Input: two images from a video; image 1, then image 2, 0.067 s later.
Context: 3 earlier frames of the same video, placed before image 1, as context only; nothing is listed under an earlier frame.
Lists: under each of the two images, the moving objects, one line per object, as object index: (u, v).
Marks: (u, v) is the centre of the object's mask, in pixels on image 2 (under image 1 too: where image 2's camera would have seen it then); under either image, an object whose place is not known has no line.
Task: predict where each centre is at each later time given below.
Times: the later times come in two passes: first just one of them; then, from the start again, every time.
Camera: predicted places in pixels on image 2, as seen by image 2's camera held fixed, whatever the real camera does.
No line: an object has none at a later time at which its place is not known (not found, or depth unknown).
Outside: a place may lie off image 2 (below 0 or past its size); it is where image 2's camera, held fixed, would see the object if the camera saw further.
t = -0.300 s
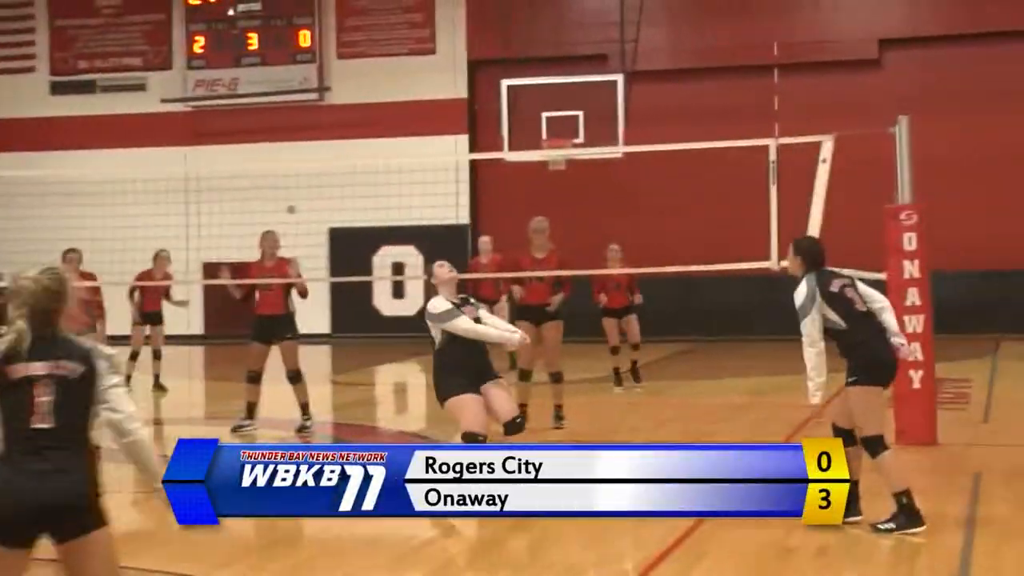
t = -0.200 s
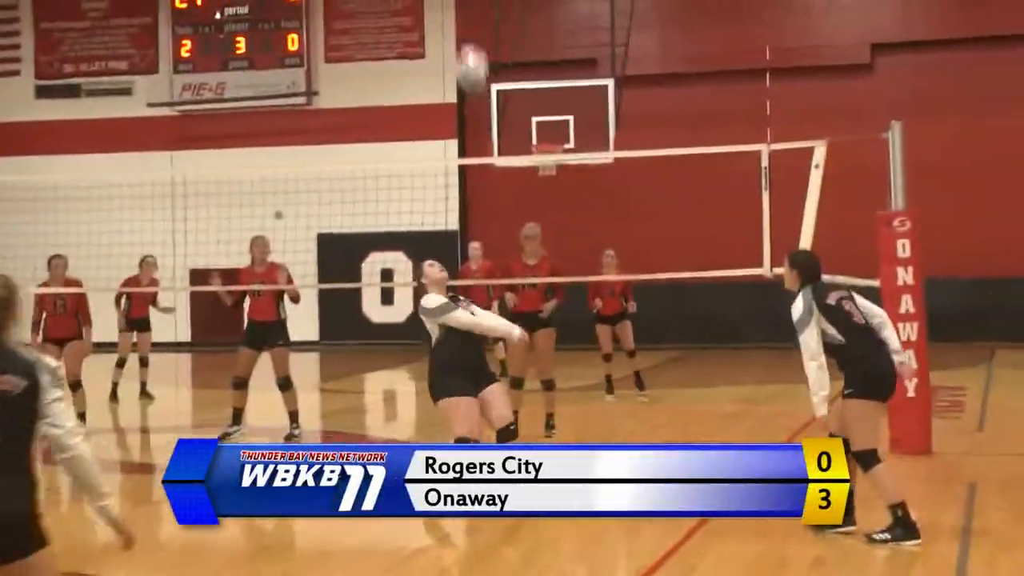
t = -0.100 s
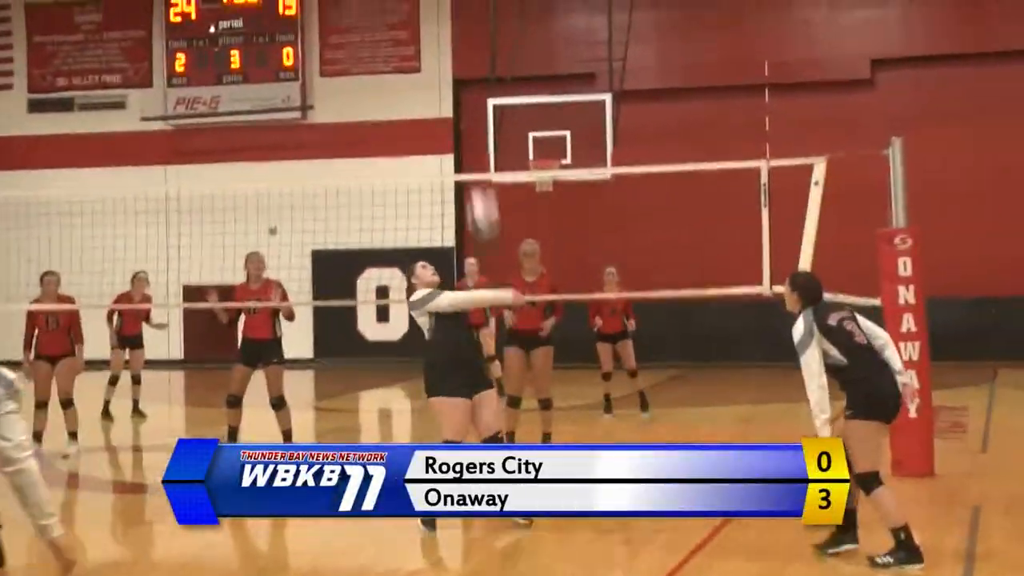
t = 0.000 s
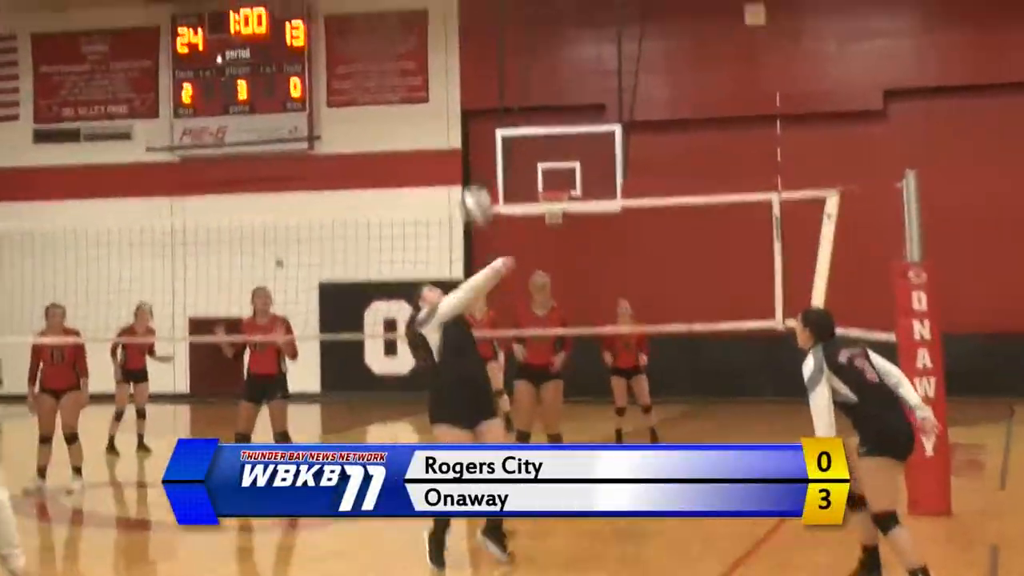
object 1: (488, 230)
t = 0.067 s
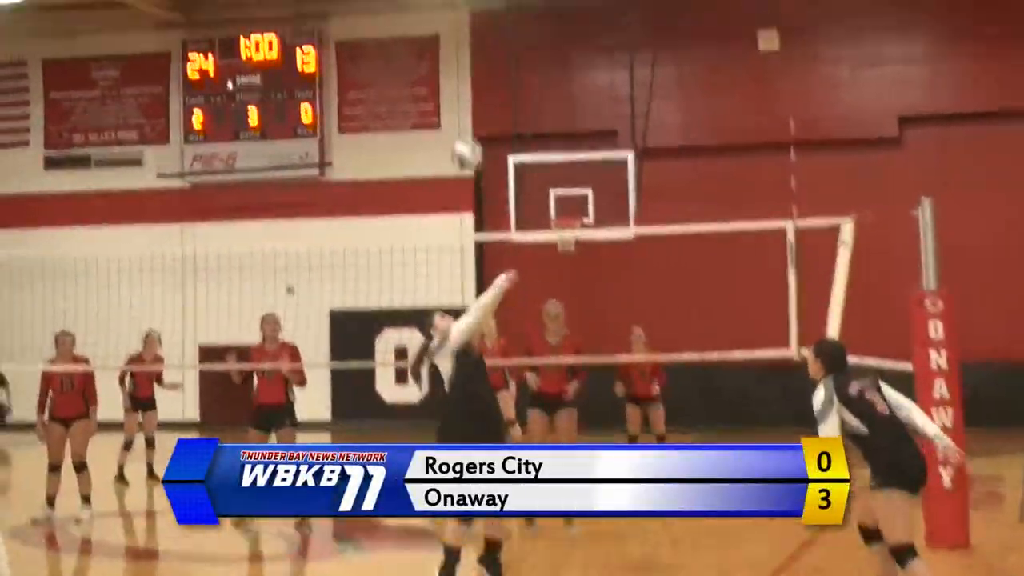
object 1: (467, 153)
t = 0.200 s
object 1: (429, 29)
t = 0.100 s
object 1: (456, 119)
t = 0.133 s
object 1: (446, 86)
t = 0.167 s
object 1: (438, 57)
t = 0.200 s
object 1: (429, 29)
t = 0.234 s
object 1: (418, 2)
